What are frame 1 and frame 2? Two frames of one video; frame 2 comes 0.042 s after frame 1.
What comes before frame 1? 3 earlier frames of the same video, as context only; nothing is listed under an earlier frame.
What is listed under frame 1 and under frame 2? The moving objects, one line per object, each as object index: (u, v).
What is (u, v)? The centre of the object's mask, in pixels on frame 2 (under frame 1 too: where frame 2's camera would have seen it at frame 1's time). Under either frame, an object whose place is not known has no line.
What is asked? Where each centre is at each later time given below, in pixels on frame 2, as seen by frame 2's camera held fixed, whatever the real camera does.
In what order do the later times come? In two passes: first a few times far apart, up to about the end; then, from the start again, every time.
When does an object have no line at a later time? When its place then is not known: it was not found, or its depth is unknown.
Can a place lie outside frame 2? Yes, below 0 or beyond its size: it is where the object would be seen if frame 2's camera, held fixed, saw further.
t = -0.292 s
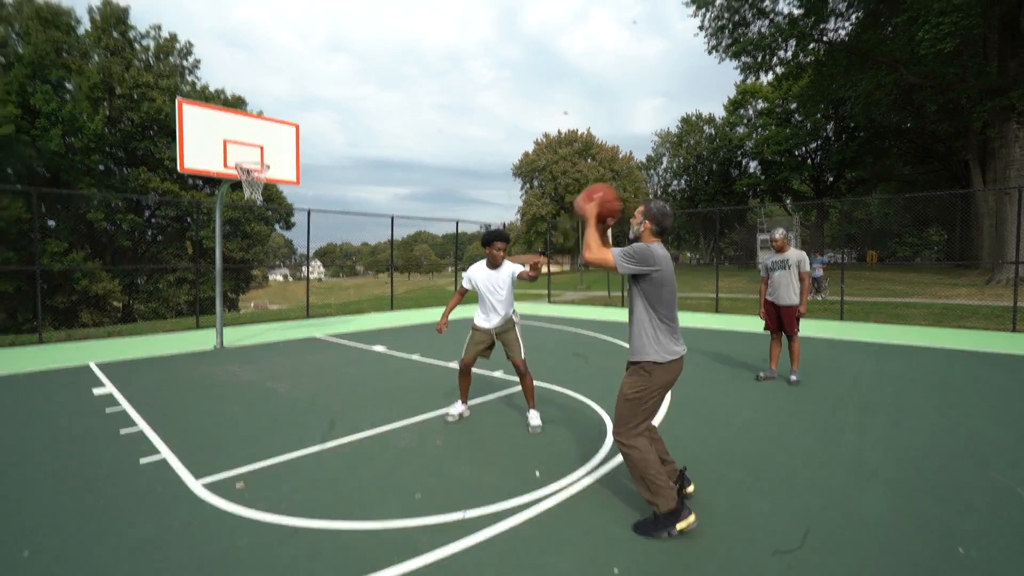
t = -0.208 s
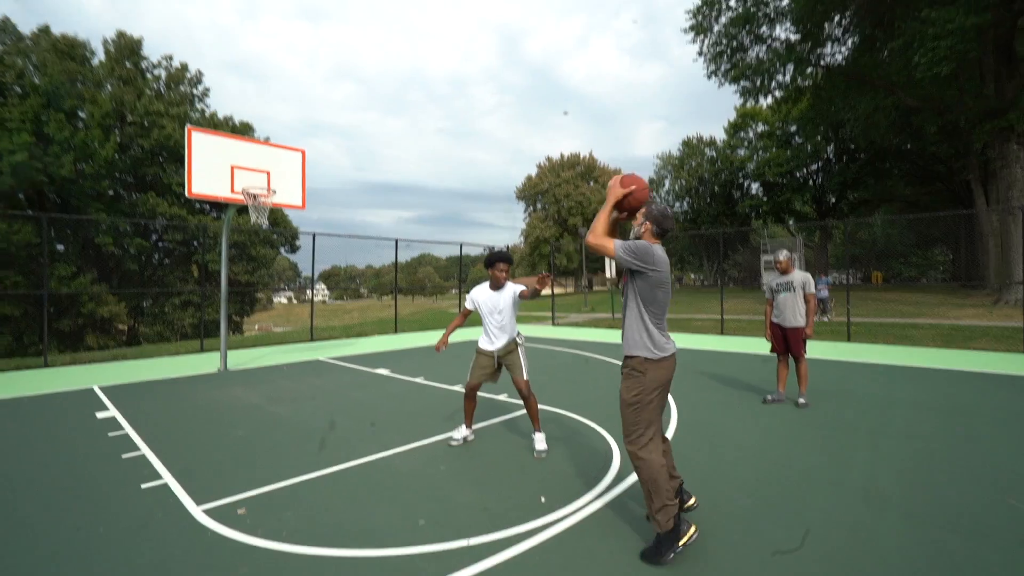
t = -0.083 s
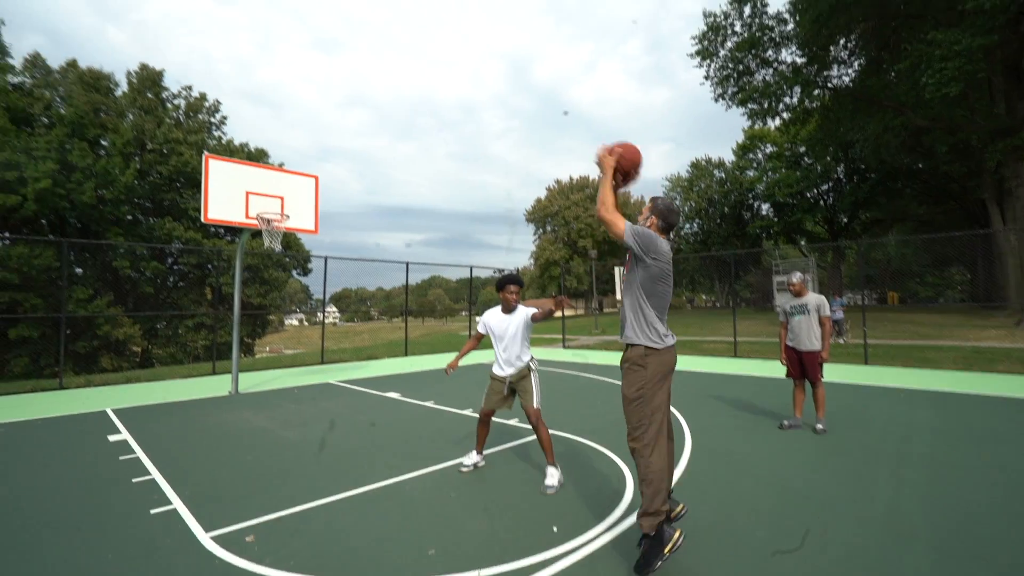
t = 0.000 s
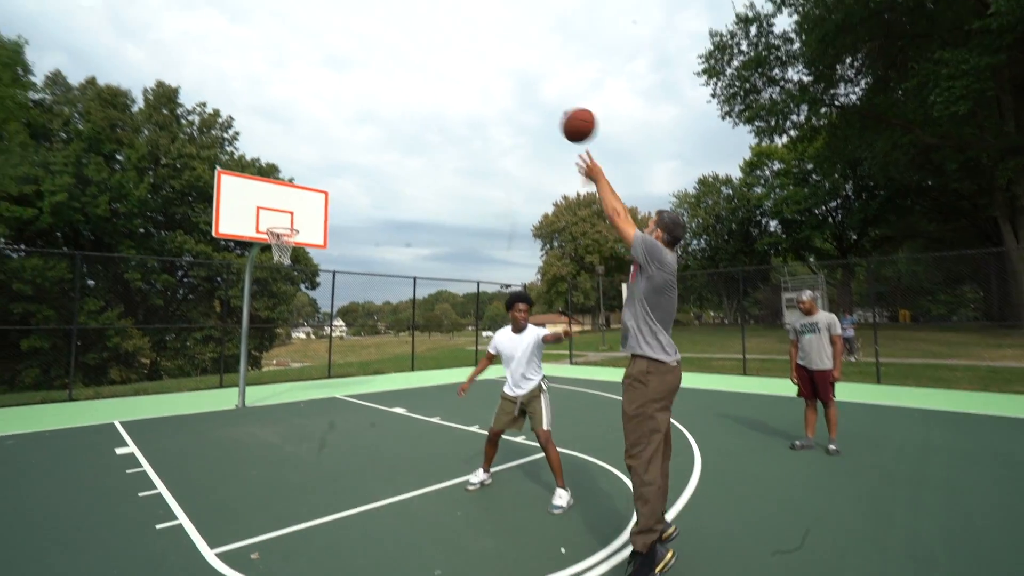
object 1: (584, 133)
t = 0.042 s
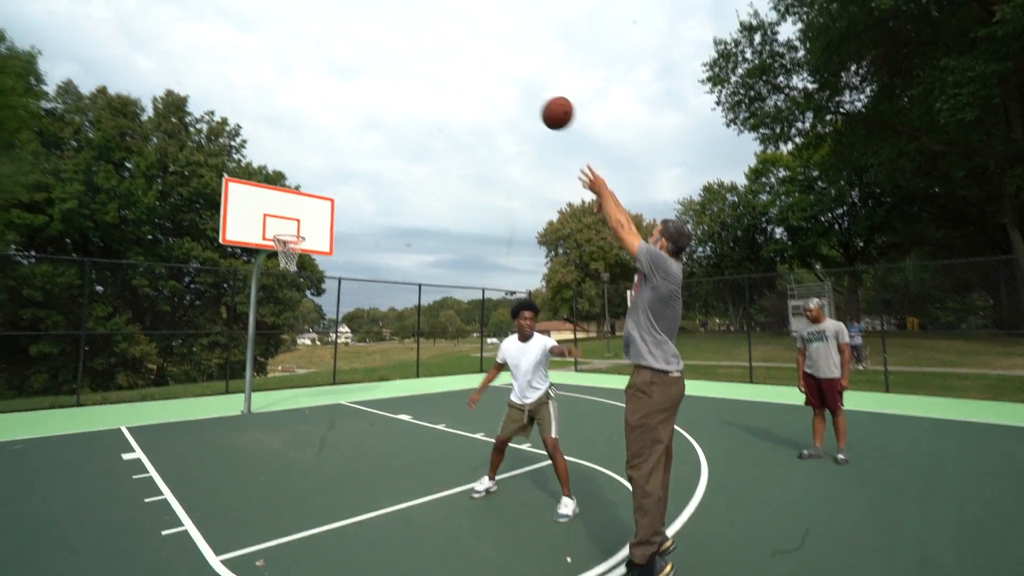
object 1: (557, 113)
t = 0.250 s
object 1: (457, 66)
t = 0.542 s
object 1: (375, 79)
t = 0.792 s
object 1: (328, 129)
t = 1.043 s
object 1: (292, 203)
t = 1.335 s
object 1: (340, 212)
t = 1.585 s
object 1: (412, 214)
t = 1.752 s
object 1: (456, 235)
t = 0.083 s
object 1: (533, 97)
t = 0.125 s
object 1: (511, 86)
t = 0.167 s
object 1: (491, 77)
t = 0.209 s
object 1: (473, 71)
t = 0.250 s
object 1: (457, 66)
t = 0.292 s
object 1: (443, 63)
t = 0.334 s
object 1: (430, 63)
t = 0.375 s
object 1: (418, 63)
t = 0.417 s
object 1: (406, 66)
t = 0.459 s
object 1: (395, 69)
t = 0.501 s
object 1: (384, 73)
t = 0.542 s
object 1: (375, 79)
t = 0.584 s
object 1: (365, 86)
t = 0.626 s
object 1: (358, 93)
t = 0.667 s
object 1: (350, 101)
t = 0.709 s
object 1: (343, 110)
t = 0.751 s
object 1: (335, 119)
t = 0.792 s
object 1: (328, 129)
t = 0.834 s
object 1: (321, 140)
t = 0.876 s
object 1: (314, 151)
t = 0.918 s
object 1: (308, 164)
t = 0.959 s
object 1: (303, 176)
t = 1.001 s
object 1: (298, 189)
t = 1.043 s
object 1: (292, 203)
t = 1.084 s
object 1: (287, 218)
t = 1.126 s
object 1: (281, 231)
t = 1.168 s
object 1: (290, 230)
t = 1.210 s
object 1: (303, 224)
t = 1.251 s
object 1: (315, 219)
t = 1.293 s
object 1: (328, 215)
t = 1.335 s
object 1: (340, 212)
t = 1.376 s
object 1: (352, 209)
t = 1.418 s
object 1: (364, 208)
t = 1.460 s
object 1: (376, 208)
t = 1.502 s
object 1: (388, 209)
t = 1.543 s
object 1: (399, 211)
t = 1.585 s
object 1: (412, 214)
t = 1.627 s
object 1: (423, 217)
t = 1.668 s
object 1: (435, 222)
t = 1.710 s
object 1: (446, 228)
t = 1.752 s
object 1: (456, 235)
